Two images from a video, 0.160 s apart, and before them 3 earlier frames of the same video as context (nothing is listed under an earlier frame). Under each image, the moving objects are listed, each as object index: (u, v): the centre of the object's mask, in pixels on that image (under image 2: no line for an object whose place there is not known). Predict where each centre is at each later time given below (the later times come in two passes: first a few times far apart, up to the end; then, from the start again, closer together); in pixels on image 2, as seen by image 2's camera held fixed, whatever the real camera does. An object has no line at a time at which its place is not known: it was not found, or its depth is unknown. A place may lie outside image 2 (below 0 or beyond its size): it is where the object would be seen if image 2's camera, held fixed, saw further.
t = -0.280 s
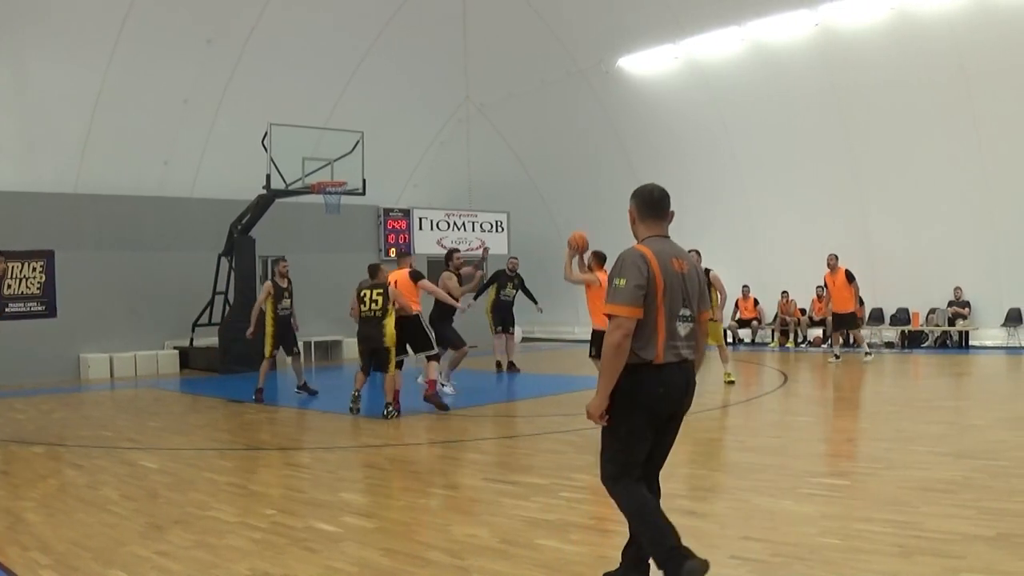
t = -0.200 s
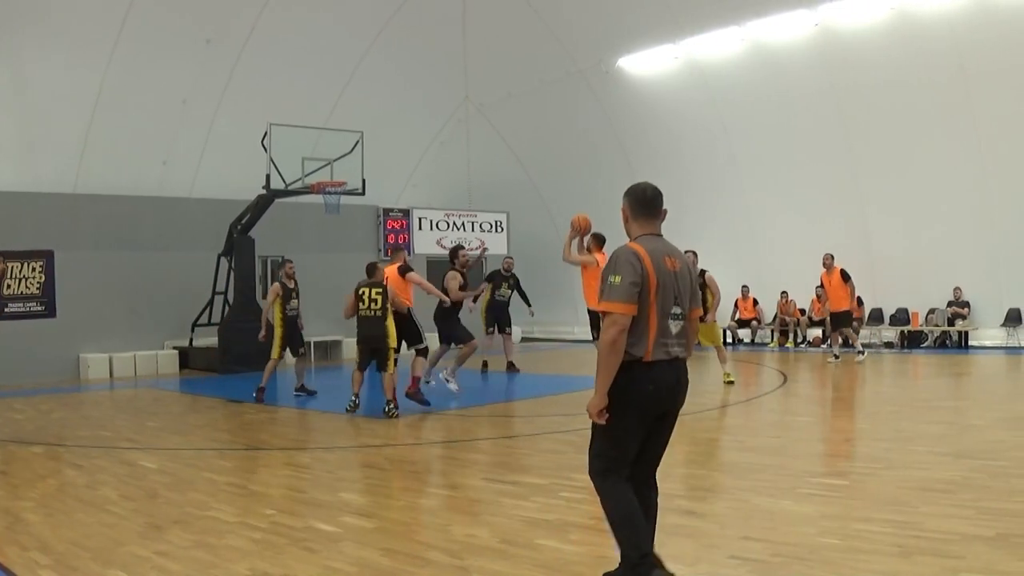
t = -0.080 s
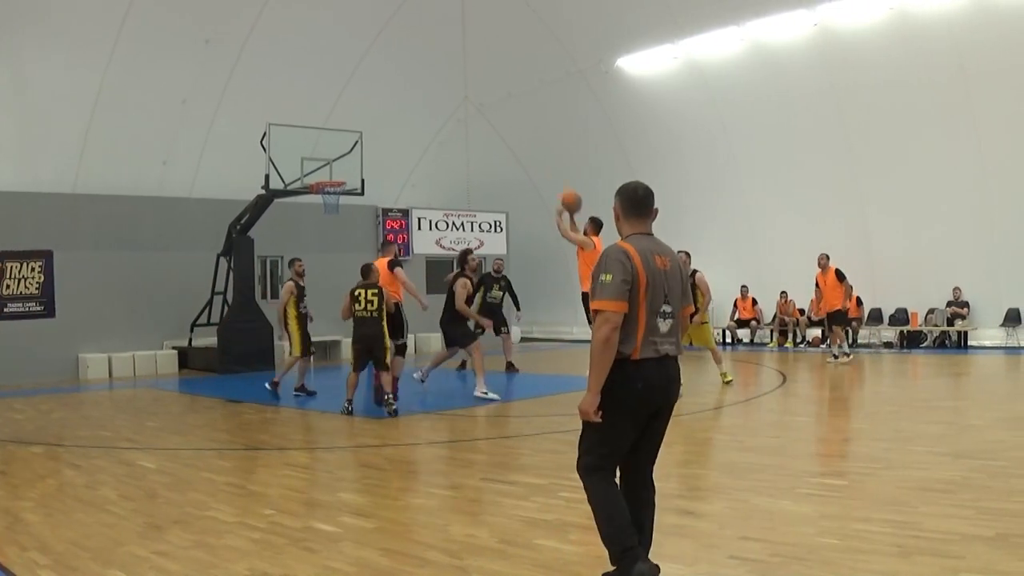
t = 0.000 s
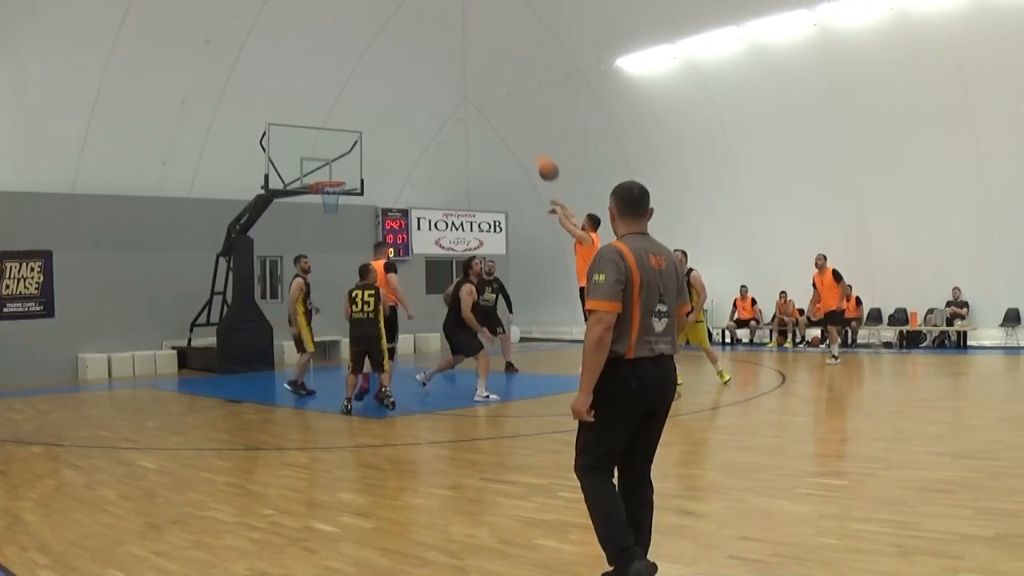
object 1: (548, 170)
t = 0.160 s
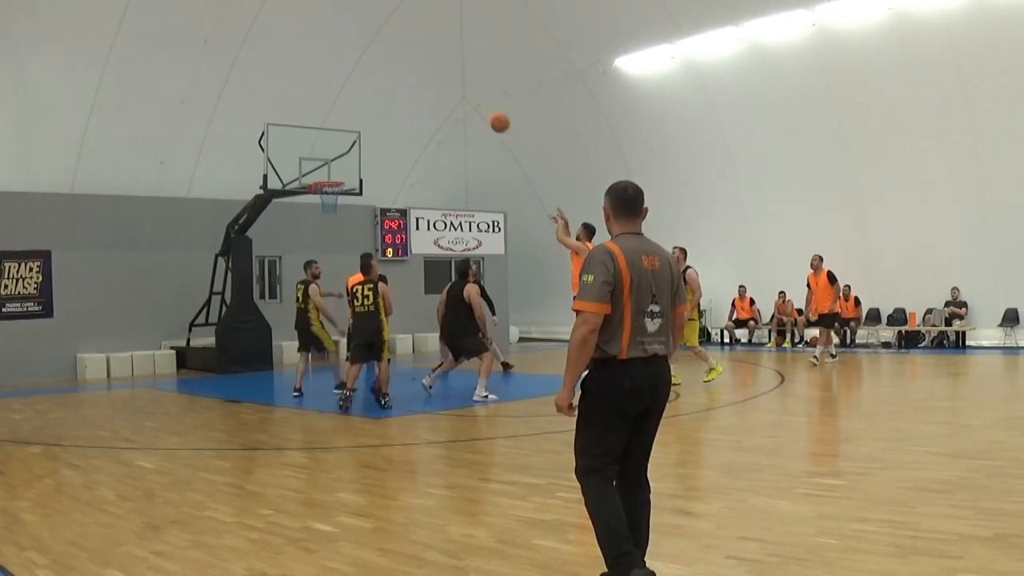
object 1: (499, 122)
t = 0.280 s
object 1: (468, 102)
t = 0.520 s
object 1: (414, 96)
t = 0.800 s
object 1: (361, 135)
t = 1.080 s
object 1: (335, 200)
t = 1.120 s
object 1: (339, 205)
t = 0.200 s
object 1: (488, 114)
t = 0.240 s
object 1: (478, 108)
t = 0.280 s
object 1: (468, 102)
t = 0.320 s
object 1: (458, 98)
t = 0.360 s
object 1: (449, 95)
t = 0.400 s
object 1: (439, 94)
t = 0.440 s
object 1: (431, 93)
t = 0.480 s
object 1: (422, 94)
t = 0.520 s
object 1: (414, 96)
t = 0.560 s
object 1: (406, 99)
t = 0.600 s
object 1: (398, 102)
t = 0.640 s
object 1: (390, 107)
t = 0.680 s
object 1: (383, 113)
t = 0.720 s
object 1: (375, 120)
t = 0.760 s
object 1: (368, 127)
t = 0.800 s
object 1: (361, 135)
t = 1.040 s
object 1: (331, 197)
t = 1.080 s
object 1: (335, 200)
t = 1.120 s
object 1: (339, 205)
